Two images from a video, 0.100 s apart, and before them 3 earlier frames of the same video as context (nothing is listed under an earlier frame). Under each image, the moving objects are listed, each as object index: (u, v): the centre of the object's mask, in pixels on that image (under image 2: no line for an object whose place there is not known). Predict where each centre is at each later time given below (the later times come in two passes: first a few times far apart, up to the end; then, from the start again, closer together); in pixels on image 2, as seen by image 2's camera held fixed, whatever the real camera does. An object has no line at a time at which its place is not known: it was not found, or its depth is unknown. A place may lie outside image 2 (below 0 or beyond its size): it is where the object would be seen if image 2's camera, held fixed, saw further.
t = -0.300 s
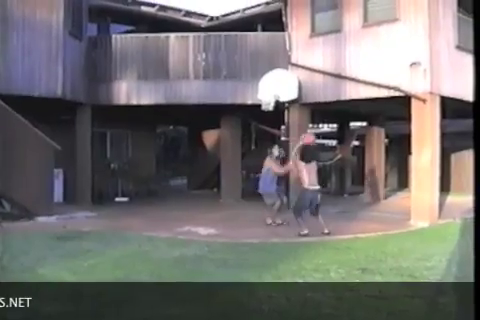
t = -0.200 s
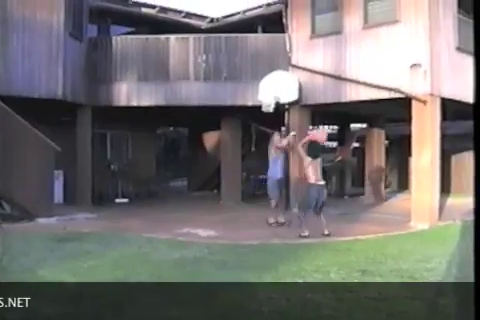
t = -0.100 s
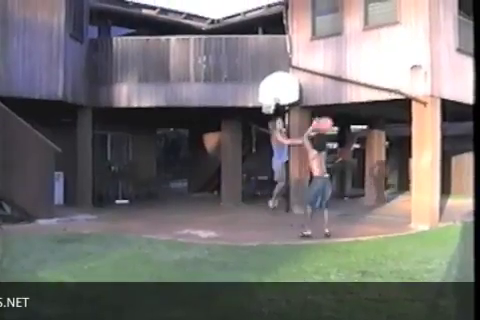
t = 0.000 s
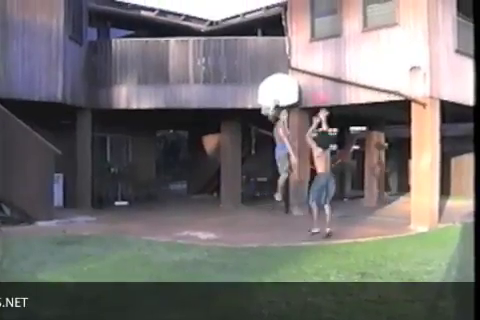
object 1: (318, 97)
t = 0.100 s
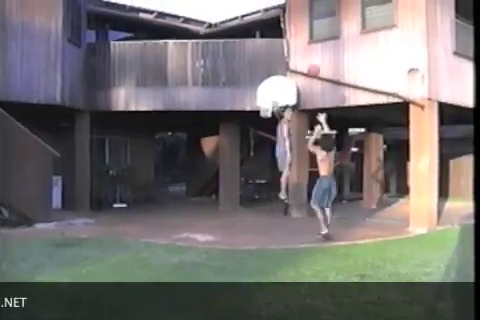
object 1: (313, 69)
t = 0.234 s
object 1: (305, 45)
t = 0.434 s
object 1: (294, 26)
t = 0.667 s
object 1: (281, 29)
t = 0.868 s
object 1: (272, 50)
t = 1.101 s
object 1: (264, 95)
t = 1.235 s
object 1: (261, 120)
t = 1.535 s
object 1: (260, 188)
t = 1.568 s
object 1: (260, 197)
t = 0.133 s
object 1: (311, 63)
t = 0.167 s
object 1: (309, 56)
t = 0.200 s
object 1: (307, 51)
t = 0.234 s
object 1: (305, 45)
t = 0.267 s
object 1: (304, 41)
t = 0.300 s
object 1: (302, 36)
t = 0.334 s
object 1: (299, 33)
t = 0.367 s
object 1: (299, 31)
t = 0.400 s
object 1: (295, 27)
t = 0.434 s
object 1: (294, 26)
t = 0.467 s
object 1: (292, 25)
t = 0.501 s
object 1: (290, 24)
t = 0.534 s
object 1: (288, 24)
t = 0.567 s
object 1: (286, 24)
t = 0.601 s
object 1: (285, 24)
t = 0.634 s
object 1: (282, 27)
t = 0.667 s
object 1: (281, 29)
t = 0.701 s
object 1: (280, 31)
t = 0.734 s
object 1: (279, 33)
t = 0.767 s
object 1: (277, 36)
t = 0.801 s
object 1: (276, 40)
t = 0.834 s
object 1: (275, 44)
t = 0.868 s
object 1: (272, 50)
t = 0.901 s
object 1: (270, 55)
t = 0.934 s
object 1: (269, 60)
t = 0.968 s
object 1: (268, 66)
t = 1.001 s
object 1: (268, 72)
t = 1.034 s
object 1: (266, 79)
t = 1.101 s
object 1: (264, 95)
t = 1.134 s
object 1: (263, 103)
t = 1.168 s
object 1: (263, 108)
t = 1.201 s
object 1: (261, 115)
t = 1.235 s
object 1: (261, 120)
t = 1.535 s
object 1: (260, 188)
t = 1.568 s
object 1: (260, 197)
